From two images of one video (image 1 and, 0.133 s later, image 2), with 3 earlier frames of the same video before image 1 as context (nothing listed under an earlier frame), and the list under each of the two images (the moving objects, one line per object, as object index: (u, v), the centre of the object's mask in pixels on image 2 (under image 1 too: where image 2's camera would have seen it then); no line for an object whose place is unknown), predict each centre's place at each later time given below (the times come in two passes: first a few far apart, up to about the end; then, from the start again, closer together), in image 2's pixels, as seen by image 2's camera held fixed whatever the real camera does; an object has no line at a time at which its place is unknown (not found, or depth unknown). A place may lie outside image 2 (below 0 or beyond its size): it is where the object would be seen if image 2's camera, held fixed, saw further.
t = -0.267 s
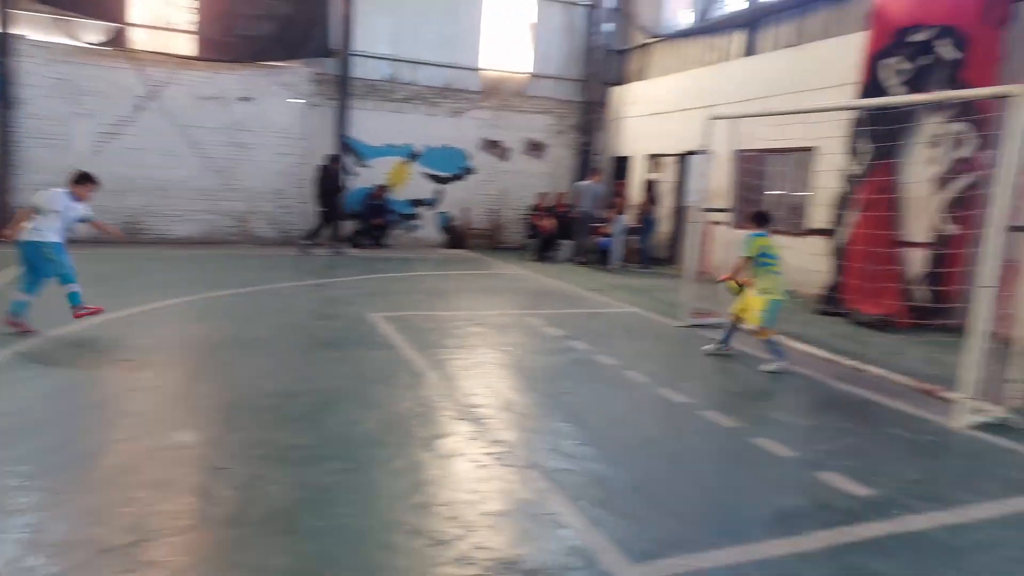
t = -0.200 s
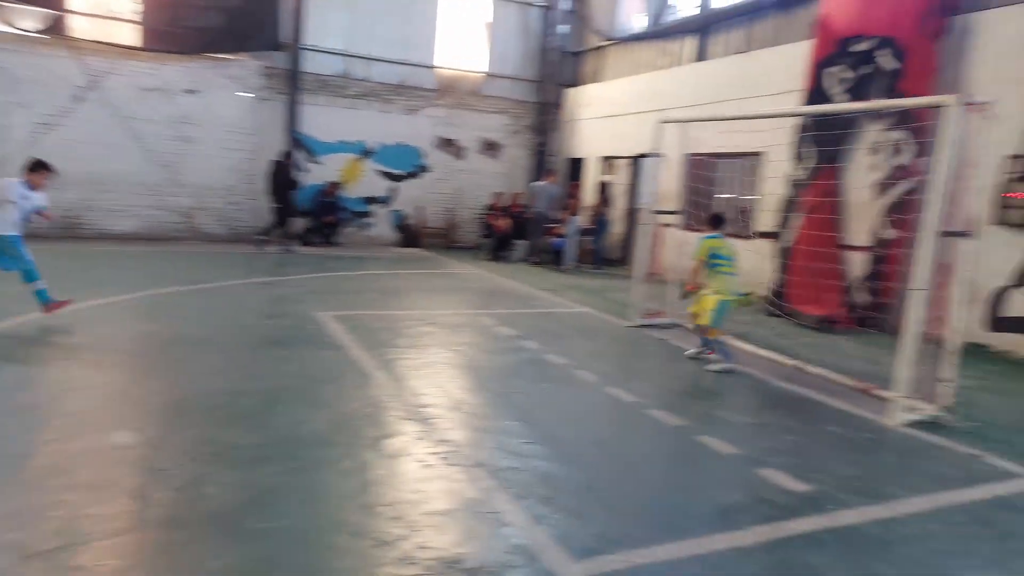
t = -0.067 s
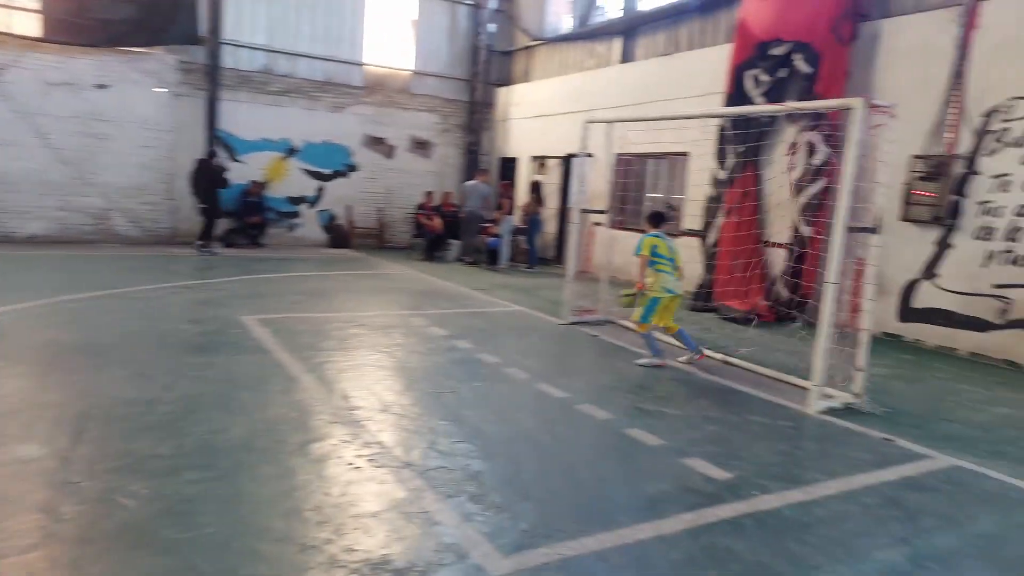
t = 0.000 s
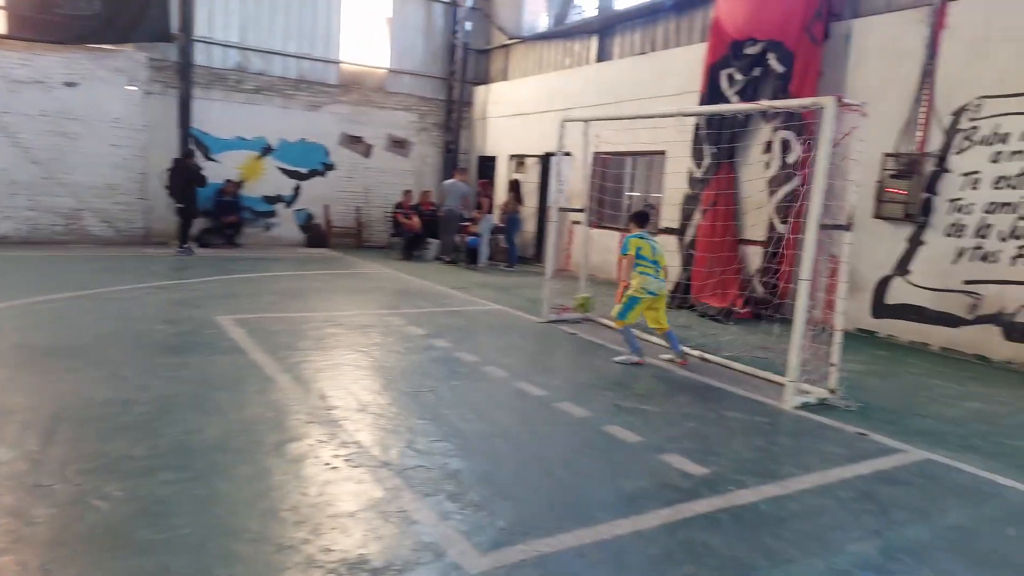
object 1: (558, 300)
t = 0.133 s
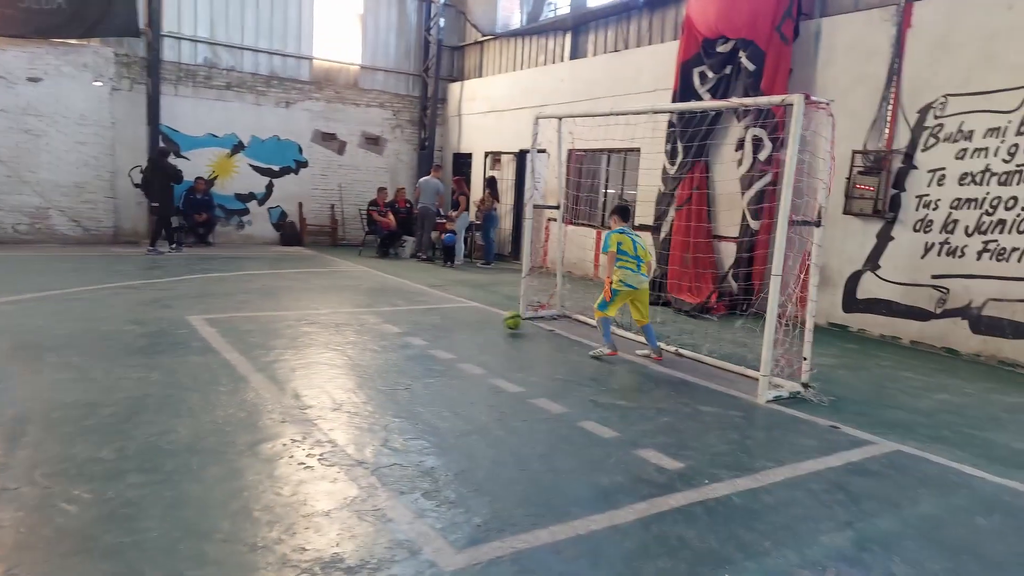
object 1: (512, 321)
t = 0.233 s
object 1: (484, 310)
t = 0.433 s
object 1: (421, 321)
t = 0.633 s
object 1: (357, 318)
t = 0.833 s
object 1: (290, 320)
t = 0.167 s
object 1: (504, 316)
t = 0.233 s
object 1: (484, 310)
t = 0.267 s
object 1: (474, 310)
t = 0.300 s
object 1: (465, 309)
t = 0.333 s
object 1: (454, 310)
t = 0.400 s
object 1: (433, 316)
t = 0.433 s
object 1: (421, 321)
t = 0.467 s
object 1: (411, 324)
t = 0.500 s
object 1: (401, 320)
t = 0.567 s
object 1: (380, 316)
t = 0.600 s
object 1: (368, 316)
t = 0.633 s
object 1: (357, 318)
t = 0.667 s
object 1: (346, 320)
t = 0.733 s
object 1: (323, 325)
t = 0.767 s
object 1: (313, 322)
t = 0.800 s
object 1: (301, 320)
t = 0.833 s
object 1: (290, 320)
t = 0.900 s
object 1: (266, 324)
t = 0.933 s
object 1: (254, 327)
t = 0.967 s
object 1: (243, 326)
